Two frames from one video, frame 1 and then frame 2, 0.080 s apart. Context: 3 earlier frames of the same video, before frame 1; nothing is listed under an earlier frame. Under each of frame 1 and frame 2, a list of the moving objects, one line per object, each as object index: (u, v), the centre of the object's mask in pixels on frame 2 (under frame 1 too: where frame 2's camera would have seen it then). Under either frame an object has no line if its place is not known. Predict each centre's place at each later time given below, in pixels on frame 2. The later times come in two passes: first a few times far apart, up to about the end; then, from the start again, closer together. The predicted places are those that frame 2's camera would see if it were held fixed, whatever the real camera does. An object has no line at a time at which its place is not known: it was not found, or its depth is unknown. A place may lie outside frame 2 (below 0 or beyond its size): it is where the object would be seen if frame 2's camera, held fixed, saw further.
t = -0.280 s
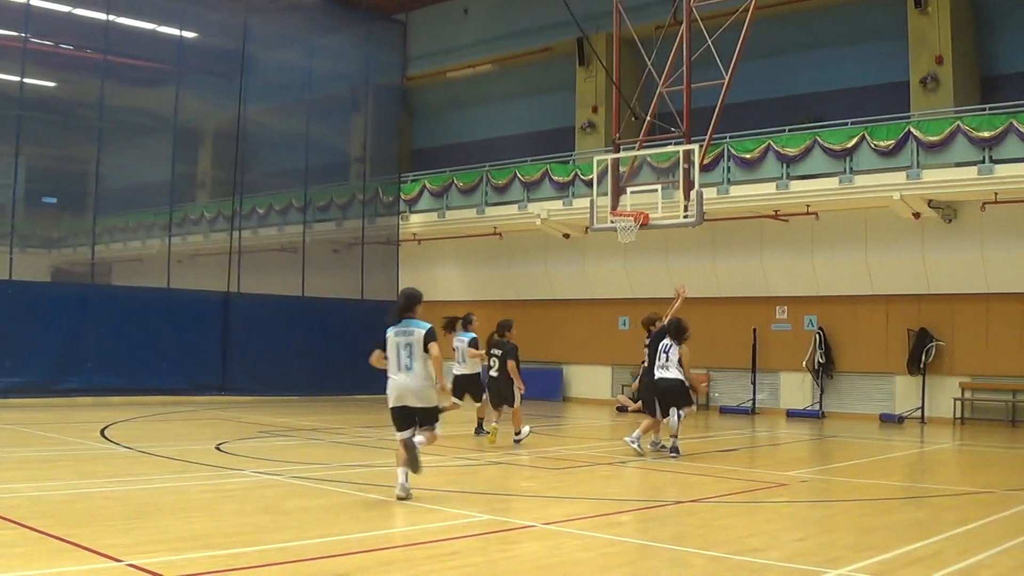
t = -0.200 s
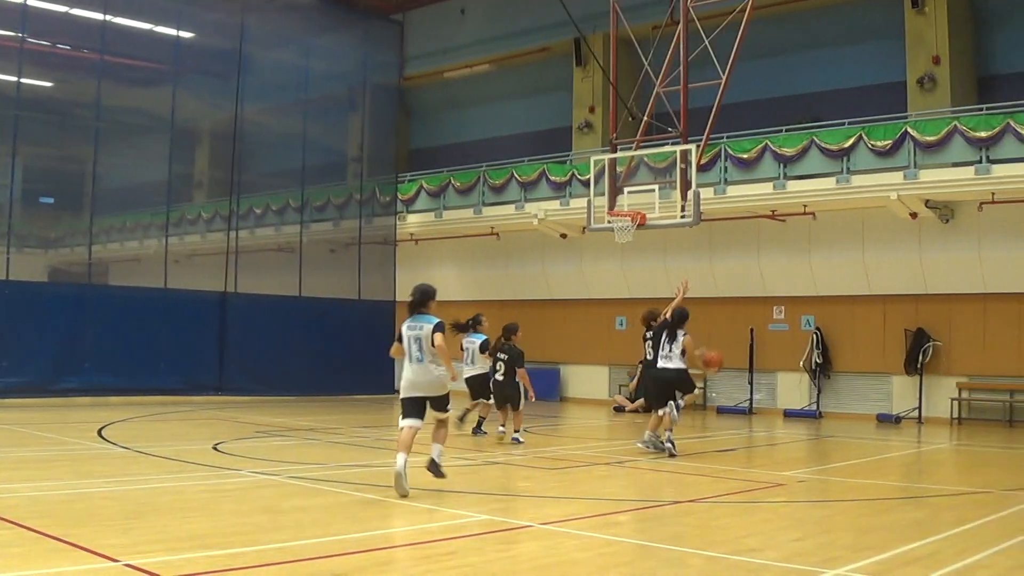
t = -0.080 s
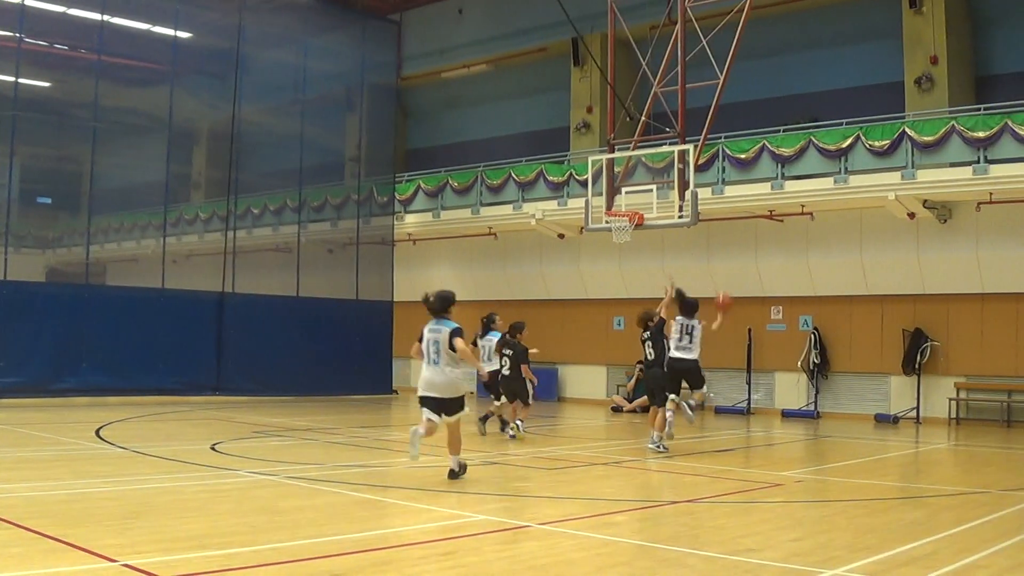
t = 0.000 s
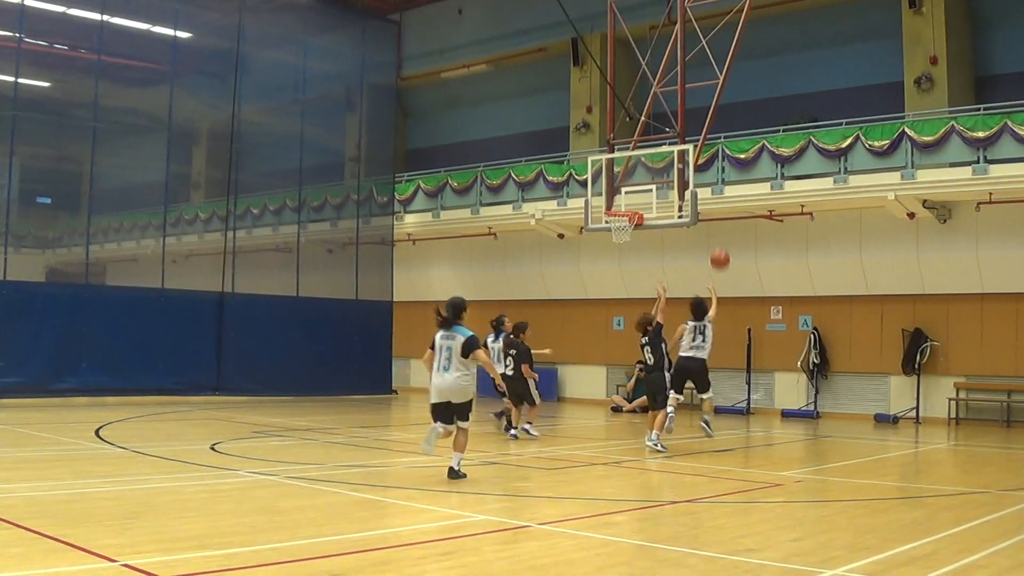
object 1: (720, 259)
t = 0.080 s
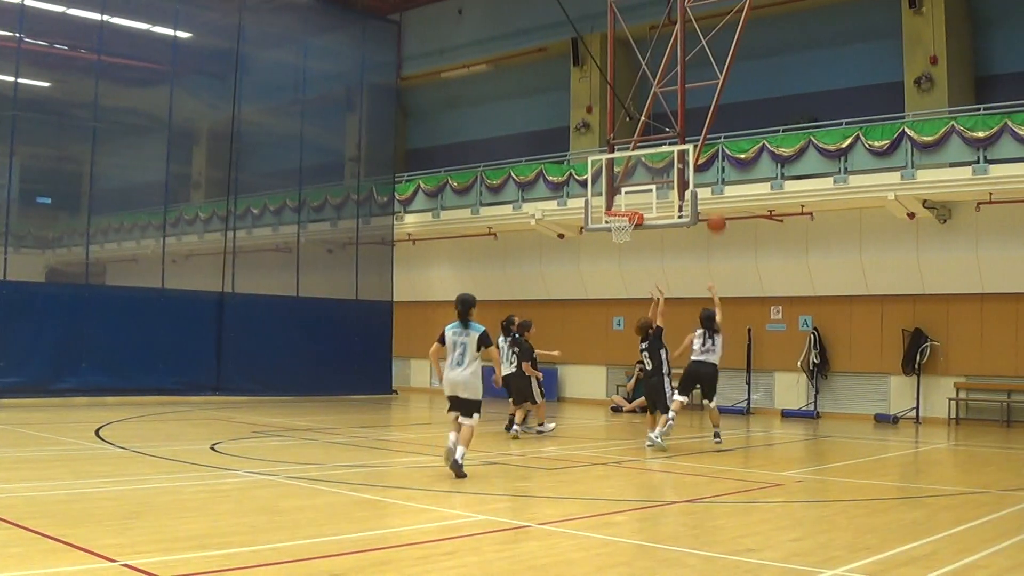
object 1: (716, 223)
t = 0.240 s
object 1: (708, 169)
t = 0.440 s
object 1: (701, 134)
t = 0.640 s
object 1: (694, 131)
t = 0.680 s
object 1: (693, 134)
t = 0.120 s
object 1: (714, 207)
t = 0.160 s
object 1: (712, 193)
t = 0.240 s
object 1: (708, 169)
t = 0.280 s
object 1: (706, 160)
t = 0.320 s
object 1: (705, 153)
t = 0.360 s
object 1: (704, 144)
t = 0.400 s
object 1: (703, 138)
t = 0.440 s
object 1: (701, 134)
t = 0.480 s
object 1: (700, 132)
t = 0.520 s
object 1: (699, 130)
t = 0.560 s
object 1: (697, 129)
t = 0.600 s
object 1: (695, 130)
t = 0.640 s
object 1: (694, 131)
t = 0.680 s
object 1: (693, 134)
